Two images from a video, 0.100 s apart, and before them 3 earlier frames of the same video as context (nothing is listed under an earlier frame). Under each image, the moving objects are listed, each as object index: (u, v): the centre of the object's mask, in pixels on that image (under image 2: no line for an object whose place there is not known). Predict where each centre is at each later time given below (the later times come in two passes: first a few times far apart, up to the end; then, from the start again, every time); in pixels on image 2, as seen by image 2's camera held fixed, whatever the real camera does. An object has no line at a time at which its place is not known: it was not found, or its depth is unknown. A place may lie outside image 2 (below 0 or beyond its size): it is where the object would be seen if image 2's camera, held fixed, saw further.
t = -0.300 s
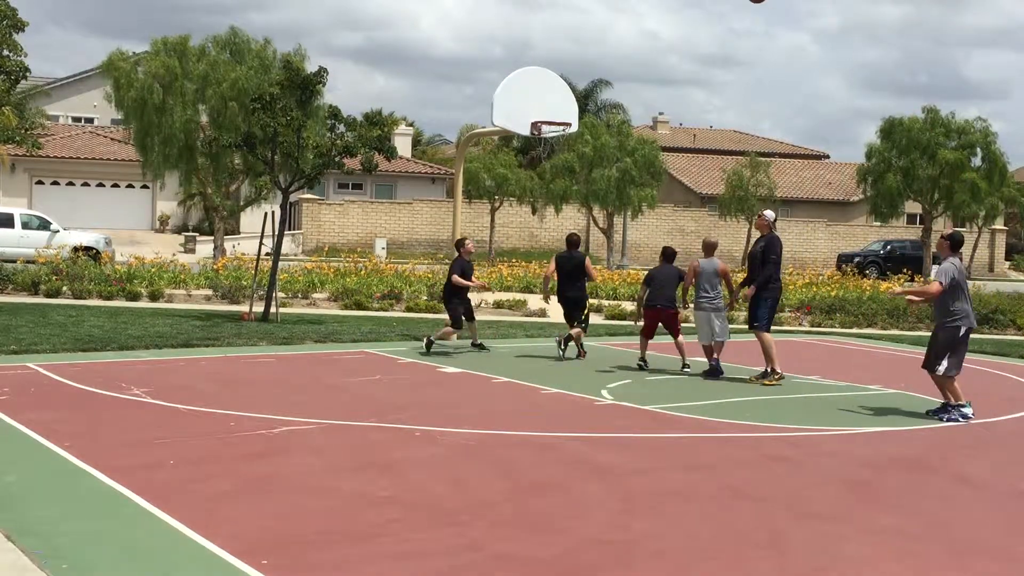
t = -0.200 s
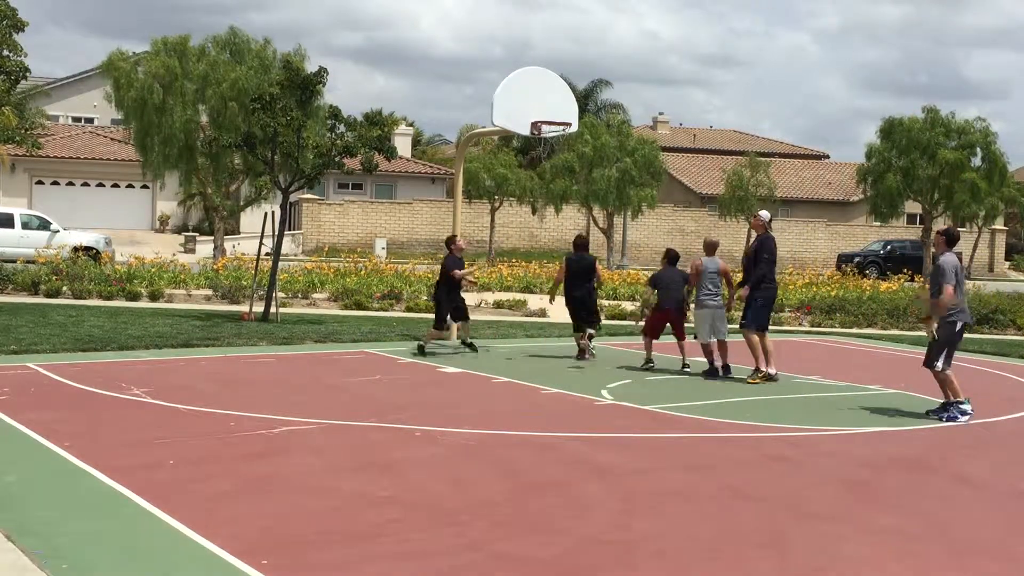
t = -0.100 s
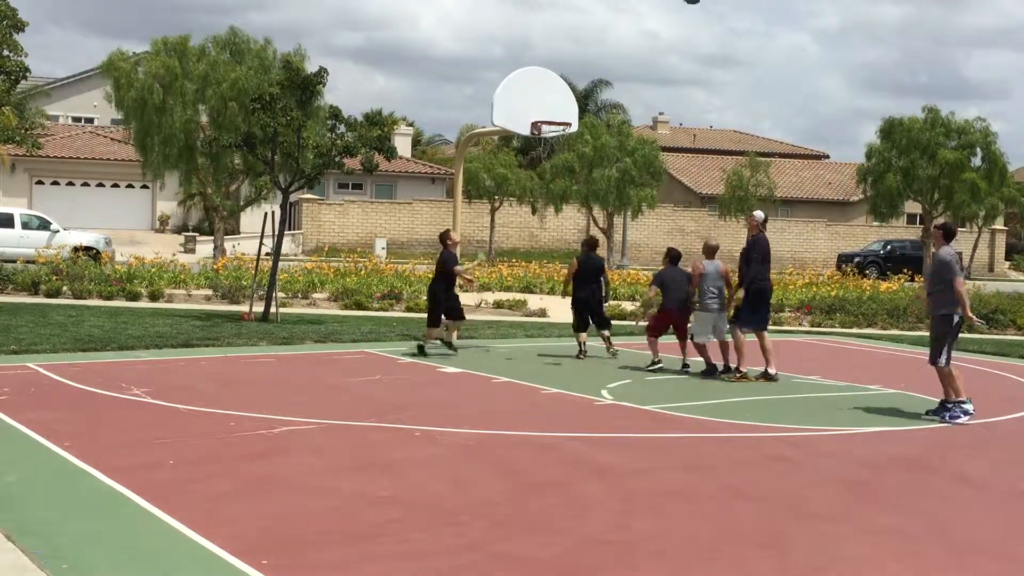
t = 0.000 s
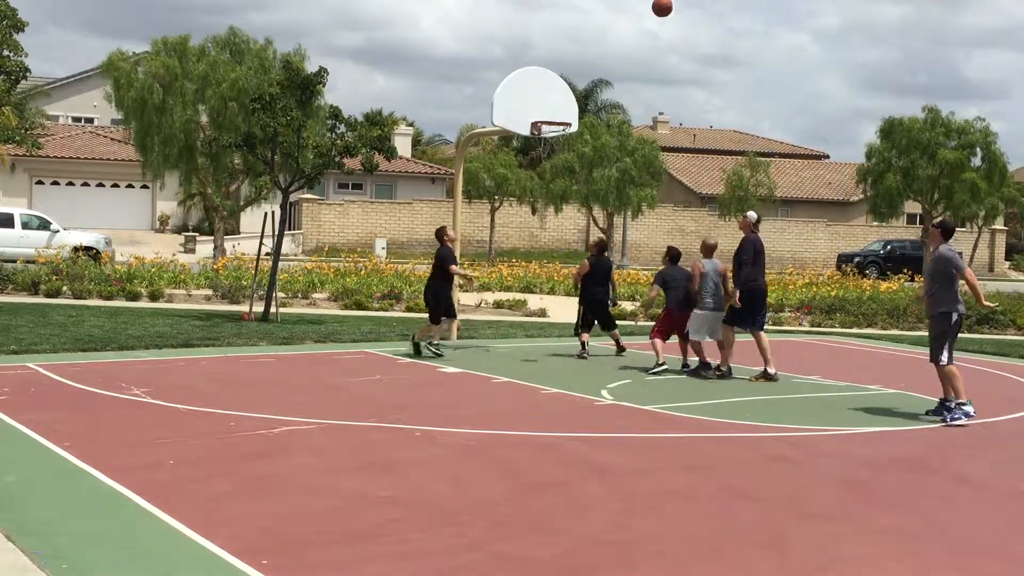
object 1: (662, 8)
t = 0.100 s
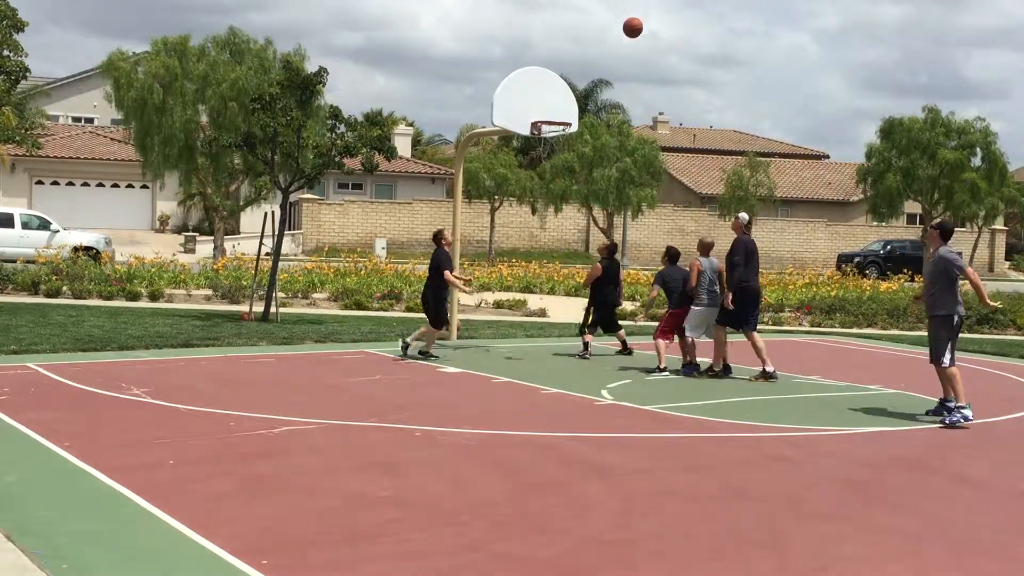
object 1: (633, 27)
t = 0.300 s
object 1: (577, 90)
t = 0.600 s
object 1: (566, 49)
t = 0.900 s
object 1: (571, 23)
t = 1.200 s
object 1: (574, 72)
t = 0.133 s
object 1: (623, 36)
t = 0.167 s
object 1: (614, 45)
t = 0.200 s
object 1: (604, 55)
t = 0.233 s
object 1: (595, 66)
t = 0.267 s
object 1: (587, 78)
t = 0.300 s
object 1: (577, 90)
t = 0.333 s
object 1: (568, 103)
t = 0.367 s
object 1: (560, 115)
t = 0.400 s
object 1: (561, 105)
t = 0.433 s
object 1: (562, 94)
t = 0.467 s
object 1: (563, 84)
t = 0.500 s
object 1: (564, 74)
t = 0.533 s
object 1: (565, 65)
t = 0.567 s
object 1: (565, 57)
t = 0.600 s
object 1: (566, 49)
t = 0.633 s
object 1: (567, 43)
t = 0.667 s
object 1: (567, 37)
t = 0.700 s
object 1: (568, 33)
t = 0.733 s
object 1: (569, 29)
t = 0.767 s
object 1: (569, 26)
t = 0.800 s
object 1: (570, 24)
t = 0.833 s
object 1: (570, 23)
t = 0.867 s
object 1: (571, 23)
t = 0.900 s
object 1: (571, 23)
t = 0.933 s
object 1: (571, 25)
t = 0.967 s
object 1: (572, 27)
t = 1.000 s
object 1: (572, 31)
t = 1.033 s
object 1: (573, 35)
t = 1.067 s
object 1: (573, 40)
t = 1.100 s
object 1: (573, 47)
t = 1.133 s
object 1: (574, 54)
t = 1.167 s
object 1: (574, 63)
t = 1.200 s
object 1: (574, 72)
